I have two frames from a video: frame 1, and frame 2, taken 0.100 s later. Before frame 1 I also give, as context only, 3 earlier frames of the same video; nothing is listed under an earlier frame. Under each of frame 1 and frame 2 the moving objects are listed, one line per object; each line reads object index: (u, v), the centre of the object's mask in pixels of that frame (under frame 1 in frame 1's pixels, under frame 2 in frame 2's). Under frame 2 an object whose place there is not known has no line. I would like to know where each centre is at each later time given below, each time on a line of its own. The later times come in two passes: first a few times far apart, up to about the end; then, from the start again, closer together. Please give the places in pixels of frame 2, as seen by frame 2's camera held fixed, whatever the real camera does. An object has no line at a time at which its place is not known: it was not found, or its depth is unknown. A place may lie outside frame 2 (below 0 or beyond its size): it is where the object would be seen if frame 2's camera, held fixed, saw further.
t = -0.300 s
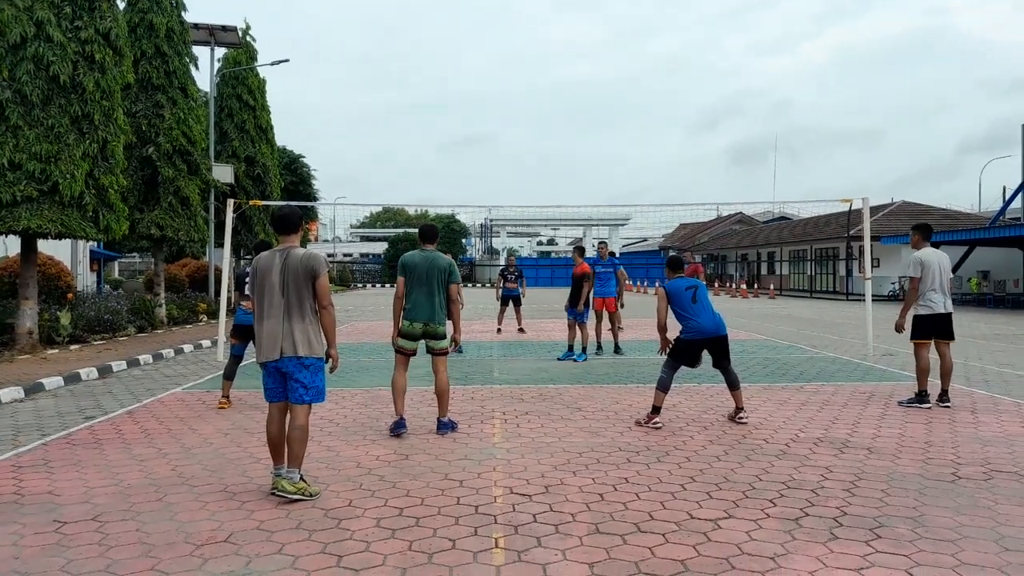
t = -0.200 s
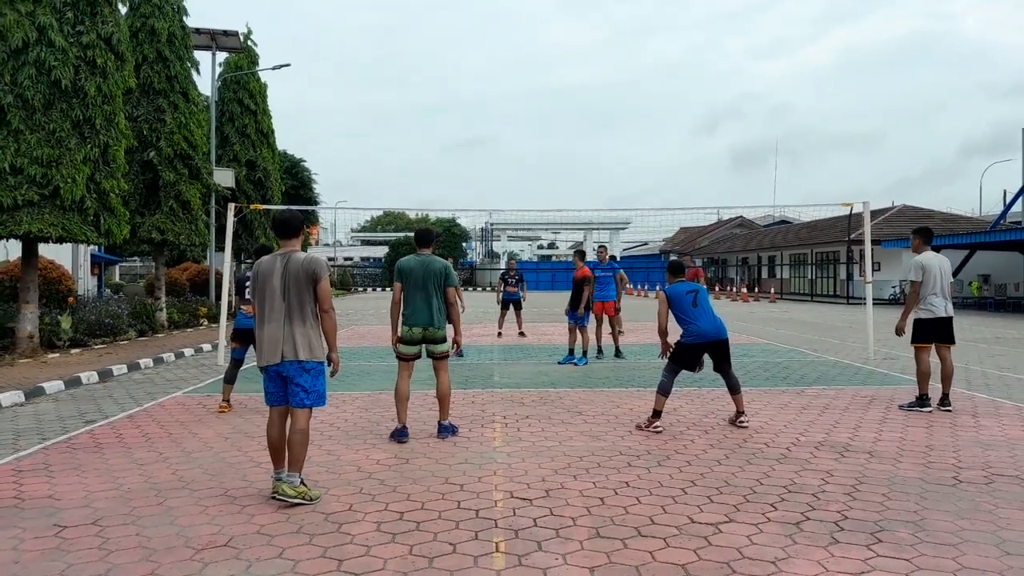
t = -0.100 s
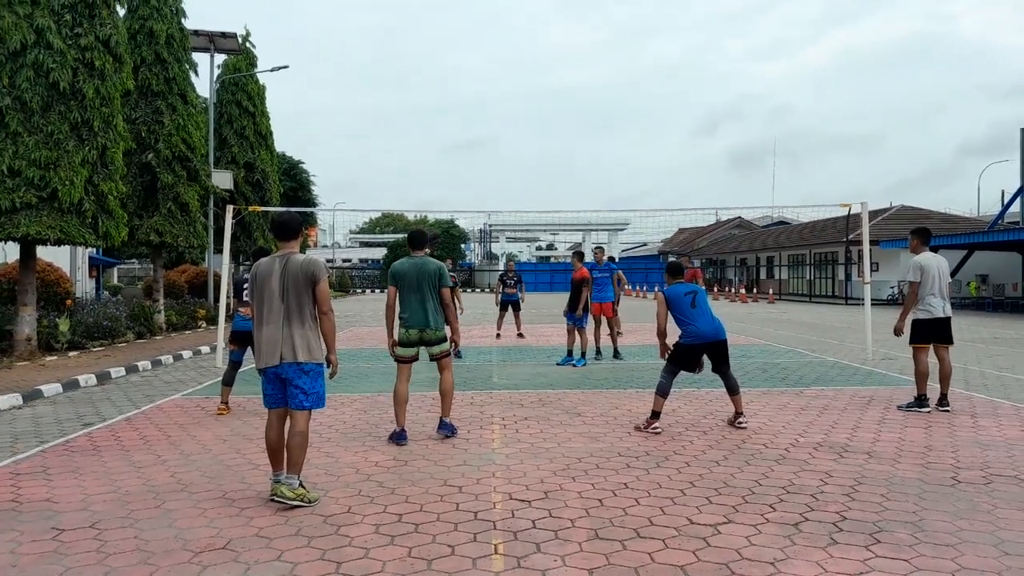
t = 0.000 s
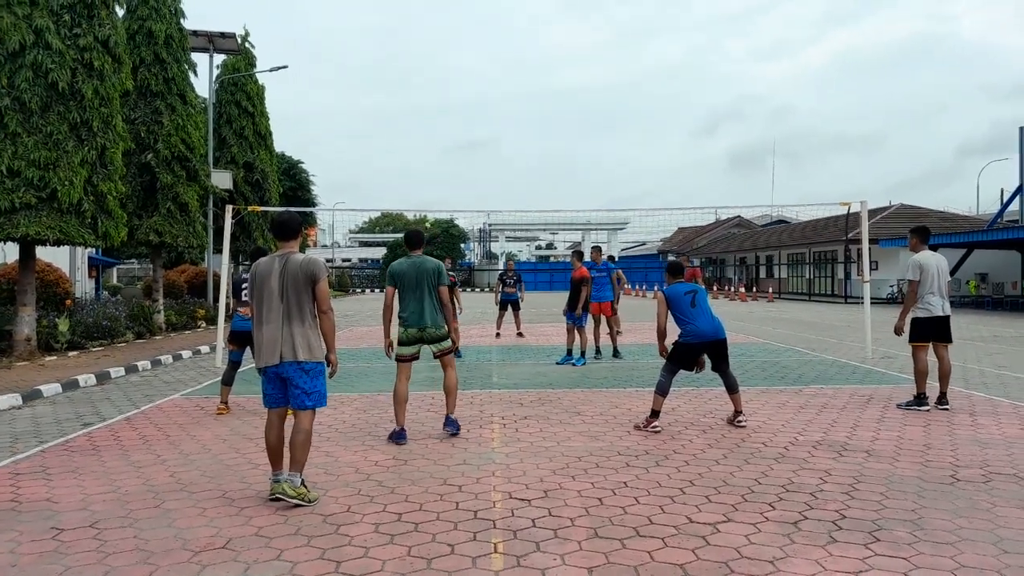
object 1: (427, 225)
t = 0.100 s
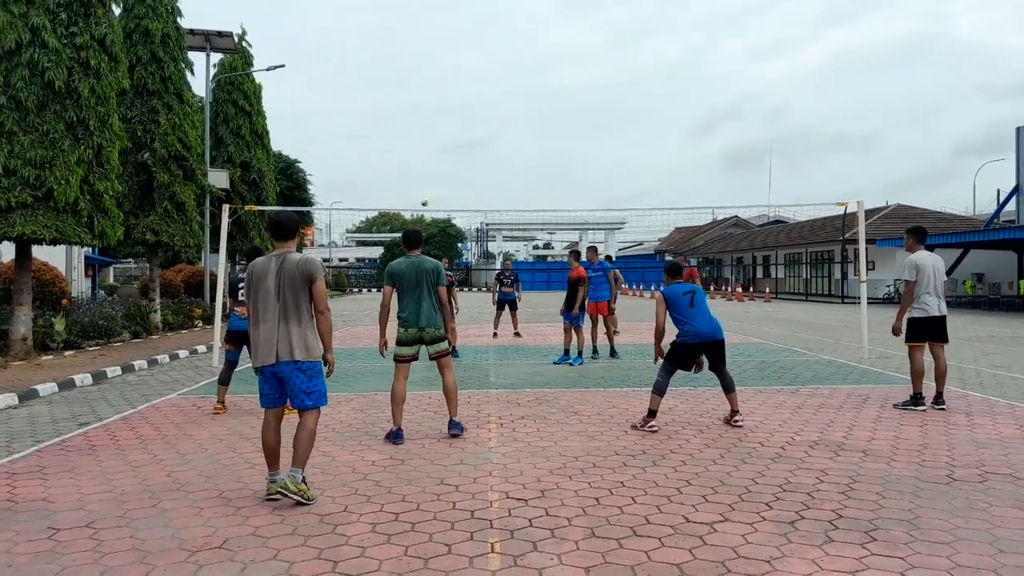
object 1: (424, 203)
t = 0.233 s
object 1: (424, 177)
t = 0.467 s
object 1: (425, 147)
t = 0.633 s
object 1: (426, 134)
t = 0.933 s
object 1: (428, 137)
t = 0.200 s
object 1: (425, 183)
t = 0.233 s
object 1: (424, 177)
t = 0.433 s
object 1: (425, 149)
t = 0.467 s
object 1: (425, 147)
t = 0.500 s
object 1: (425, 143)
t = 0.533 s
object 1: (426, 140)
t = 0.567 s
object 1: (426, 138)
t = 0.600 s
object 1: (426, 136)
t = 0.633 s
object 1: (426, 134)
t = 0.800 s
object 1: (427, 132)
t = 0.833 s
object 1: (428, 133)
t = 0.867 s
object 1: (428, 134)
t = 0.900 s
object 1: (428, 135)
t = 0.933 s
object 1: (428, 137)
